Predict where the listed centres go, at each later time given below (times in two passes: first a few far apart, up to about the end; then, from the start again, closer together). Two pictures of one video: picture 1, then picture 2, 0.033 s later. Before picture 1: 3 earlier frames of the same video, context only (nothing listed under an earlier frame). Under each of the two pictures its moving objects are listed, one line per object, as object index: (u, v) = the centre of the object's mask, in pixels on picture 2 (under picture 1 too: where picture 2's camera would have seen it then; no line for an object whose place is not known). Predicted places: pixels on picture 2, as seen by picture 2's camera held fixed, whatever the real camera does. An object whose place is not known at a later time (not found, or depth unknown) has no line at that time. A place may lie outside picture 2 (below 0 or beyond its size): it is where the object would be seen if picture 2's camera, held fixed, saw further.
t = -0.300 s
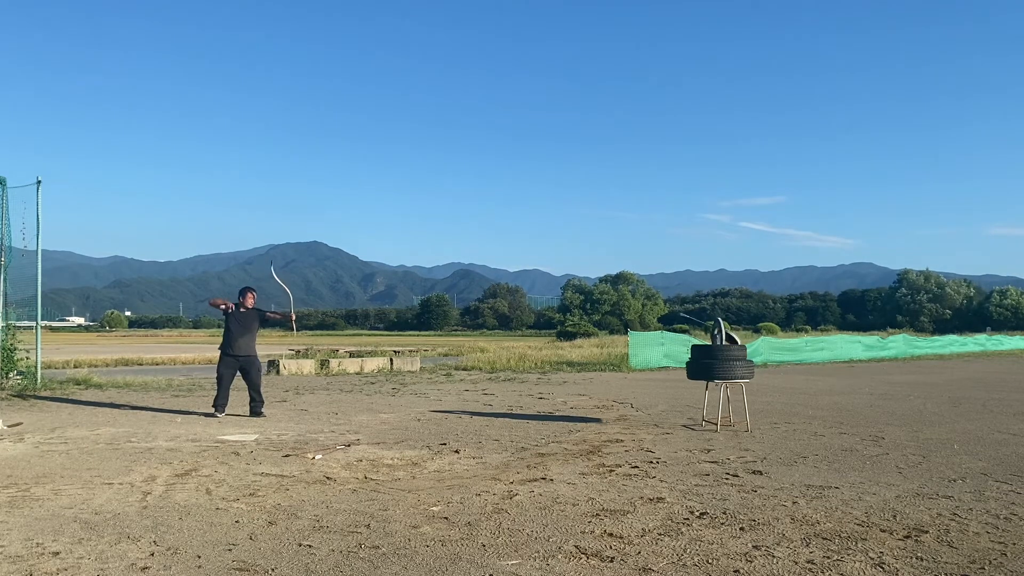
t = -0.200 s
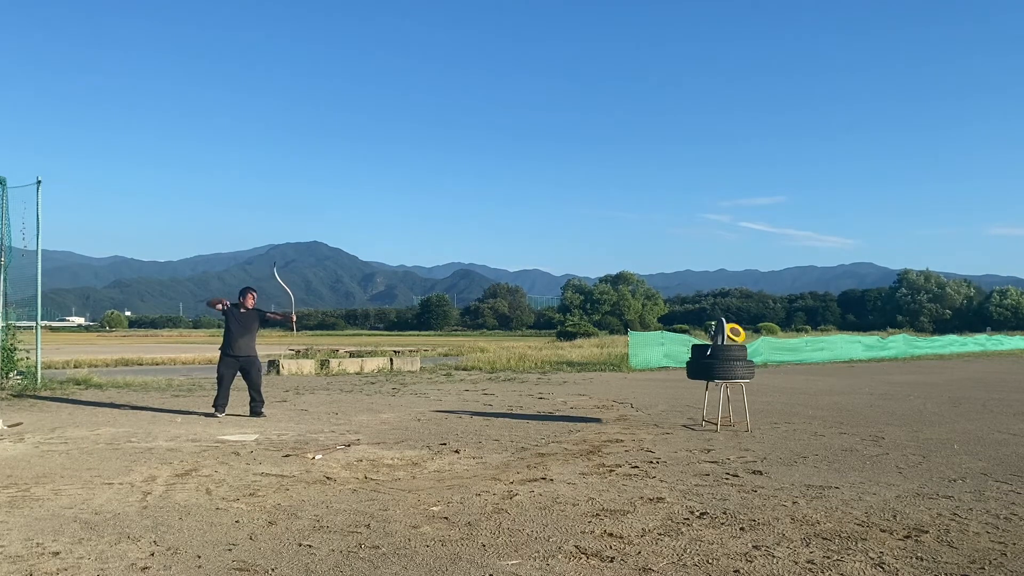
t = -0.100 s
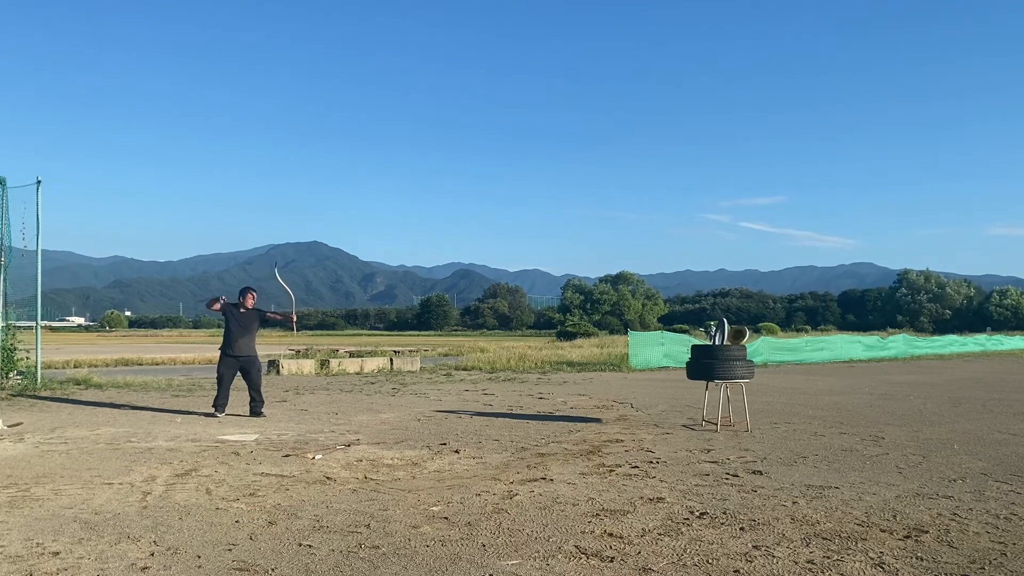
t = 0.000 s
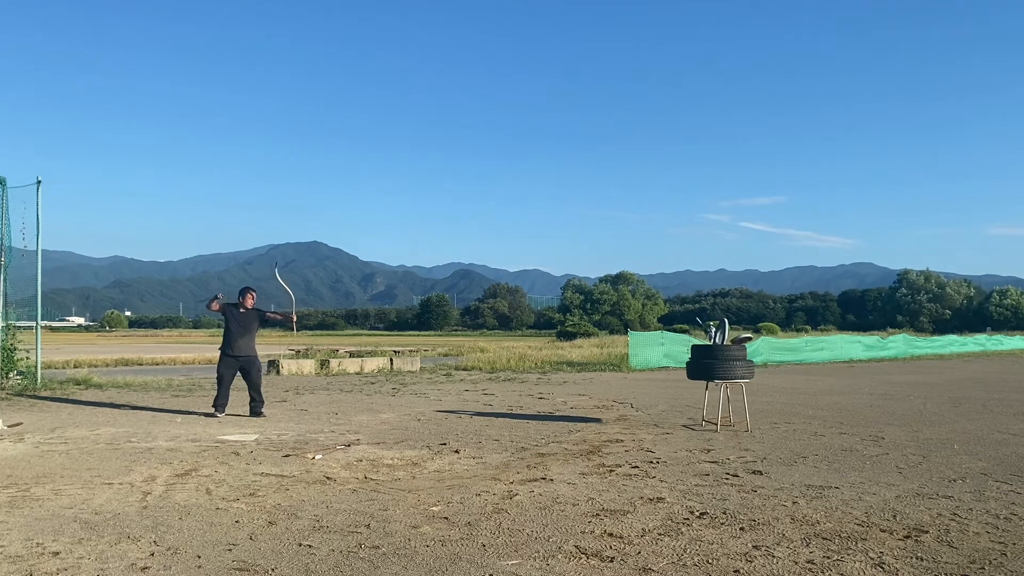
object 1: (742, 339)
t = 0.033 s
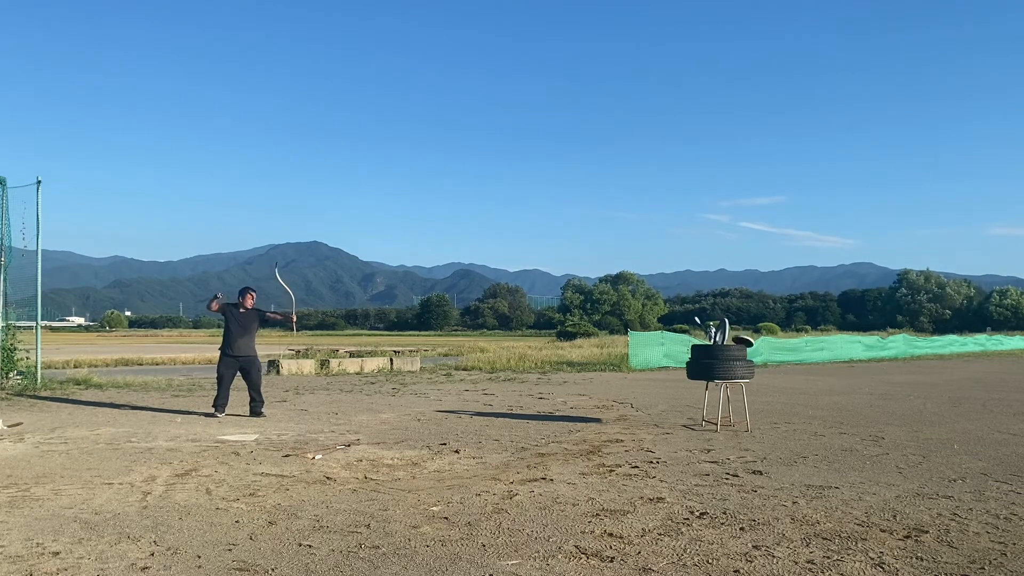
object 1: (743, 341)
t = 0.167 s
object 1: (751, 347)
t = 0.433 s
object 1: (776, 376)
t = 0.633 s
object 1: (800, 419)
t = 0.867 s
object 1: (839, 416)
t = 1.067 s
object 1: (867, 422)
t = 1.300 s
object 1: (896, 422)
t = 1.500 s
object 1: (919, 425)
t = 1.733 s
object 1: (942, 426)
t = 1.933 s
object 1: (959, 427)
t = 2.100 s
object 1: (971, 430)
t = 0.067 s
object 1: (745, 343)
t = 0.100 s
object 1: (746, 345)
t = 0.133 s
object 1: (749, 346)
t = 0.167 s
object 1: (751, 347)
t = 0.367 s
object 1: (769, 363)
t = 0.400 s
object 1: (773, 370)
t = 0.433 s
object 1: (776, 376)
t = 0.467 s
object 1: (779, 384)
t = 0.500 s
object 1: (782, 393)
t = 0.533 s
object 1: (785, 402)
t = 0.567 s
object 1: (788, 413)
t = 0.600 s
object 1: (792, 420)
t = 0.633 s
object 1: (800, 419)
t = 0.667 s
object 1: (807, 419)
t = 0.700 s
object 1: (814, 420)
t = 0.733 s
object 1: (819, 418)
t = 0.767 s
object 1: (824, 415)
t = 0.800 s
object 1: (829, 414)
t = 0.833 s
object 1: (834, 414)
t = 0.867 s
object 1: (839, 416)
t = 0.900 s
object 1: (844, 417)
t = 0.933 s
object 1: (849, 419)
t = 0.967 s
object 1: (853, 419)
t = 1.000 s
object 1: (858, 420)
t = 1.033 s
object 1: (863, 421)
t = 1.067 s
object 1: (867, 422)
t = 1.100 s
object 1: (871, 421)
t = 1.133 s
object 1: (875, 421)
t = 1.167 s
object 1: (880, 421)
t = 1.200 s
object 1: (884, 421)
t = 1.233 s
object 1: (888, 421)
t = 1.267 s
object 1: (892, 421)
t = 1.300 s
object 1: (896, 422)
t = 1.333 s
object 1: (899, 422)
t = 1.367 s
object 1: (903, 422)
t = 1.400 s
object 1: (907, 423)
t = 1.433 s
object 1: (911, 423)
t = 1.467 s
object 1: (915, 424)
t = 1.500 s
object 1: (919, 425)
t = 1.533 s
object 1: (922, 425)
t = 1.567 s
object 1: (926, 425)
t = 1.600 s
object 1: (929, 425)
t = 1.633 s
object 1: (932, 425)
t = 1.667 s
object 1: (935, 425)
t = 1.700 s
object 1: (939, 425)
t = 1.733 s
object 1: (942, 426)
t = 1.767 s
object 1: (945, 426)
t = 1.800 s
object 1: (948, 426)
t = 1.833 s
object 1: (951, 426)
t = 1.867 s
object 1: (953, 426)
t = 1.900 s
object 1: (956, 427)
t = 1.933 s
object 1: (959, 427)
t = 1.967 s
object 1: (962, 428)
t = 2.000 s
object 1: (964, 428)
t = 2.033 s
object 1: (967, 429)
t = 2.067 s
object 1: (969, 429)
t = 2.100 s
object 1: (971, 430)
